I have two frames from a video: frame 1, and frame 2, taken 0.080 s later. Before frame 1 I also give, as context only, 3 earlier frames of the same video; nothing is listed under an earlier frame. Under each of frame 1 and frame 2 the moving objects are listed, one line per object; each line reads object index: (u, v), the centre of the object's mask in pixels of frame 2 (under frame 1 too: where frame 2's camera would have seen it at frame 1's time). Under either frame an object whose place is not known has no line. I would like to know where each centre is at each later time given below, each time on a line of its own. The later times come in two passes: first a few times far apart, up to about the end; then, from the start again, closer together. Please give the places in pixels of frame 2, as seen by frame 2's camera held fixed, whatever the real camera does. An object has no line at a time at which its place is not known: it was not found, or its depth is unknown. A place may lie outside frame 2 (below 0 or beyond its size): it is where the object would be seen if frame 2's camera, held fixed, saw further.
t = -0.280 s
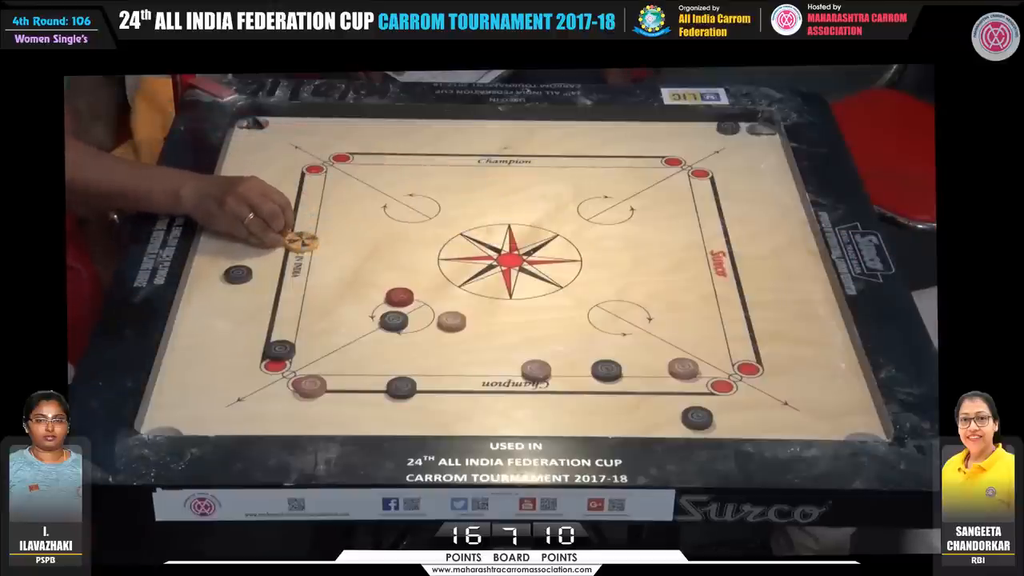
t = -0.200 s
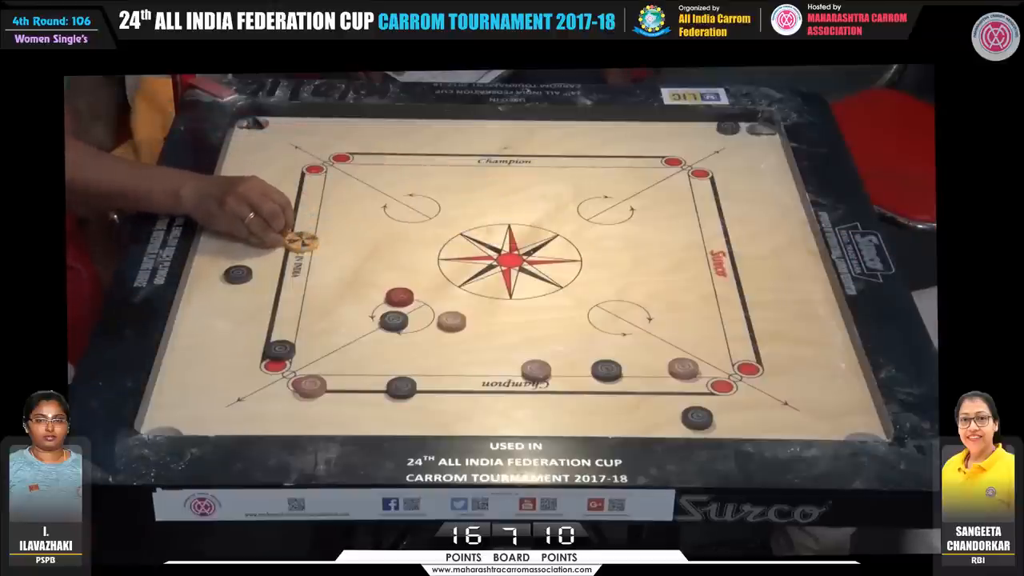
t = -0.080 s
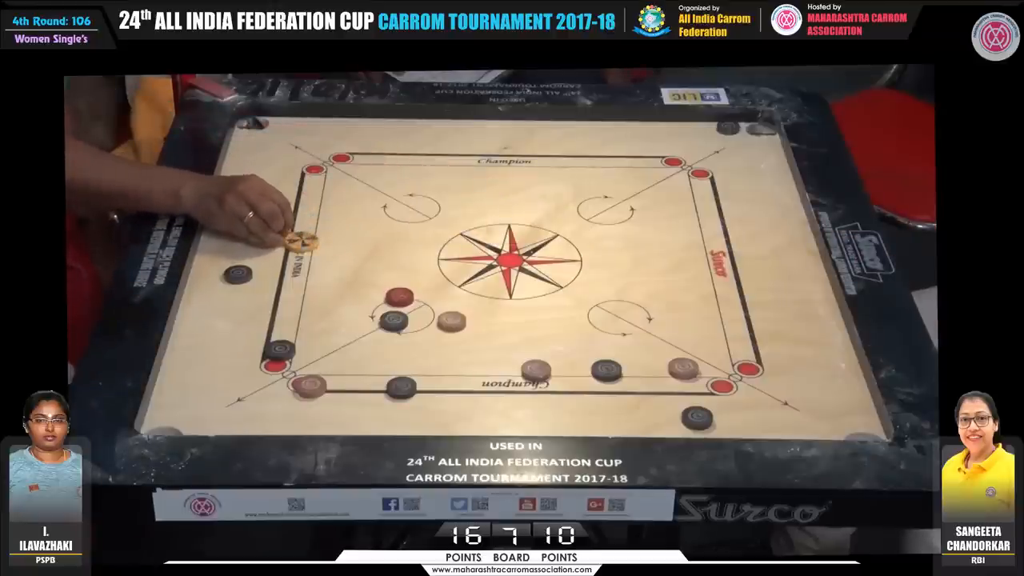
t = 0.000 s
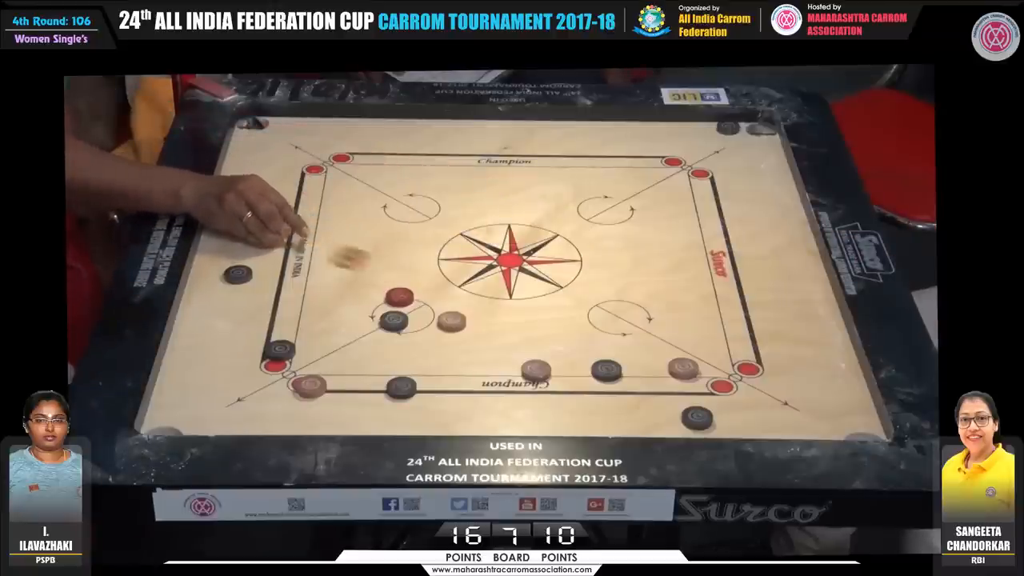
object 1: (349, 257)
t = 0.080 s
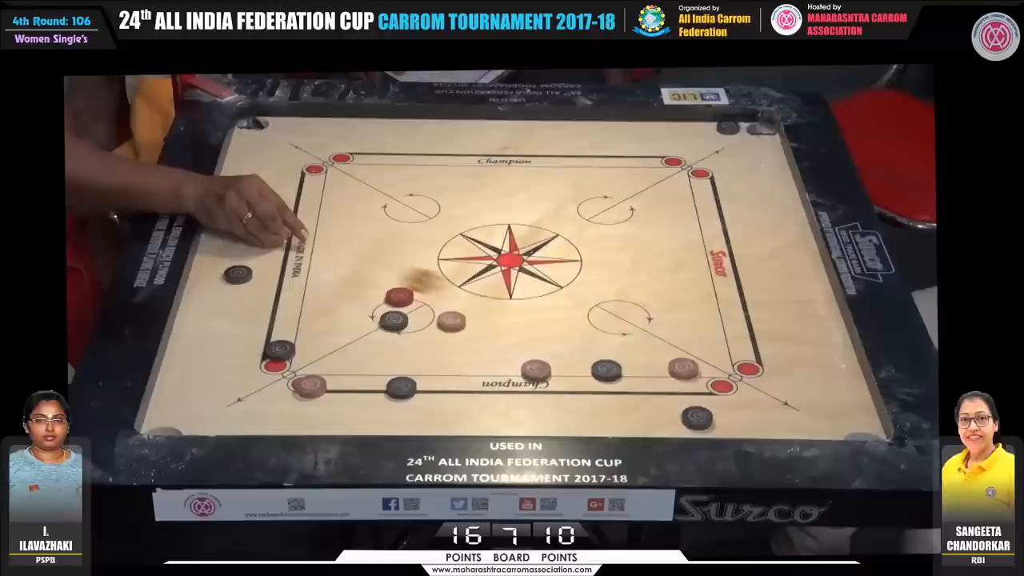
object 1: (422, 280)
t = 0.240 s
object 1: (553, 322)
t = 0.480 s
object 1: (690, 361)
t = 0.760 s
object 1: (727, 368)
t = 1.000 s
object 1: (727, 368)
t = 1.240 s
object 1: (727, 367)
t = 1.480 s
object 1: (727, 367)
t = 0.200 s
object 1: (523, 313)
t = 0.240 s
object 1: (553, 322)
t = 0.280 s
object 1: (585, 332)
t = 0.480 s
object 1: (690, 361)
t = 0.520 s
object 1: (701, 364)
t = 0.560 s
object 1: (710, 365)
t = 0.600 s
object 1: (716, 366)
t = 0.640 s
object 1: (722, 367)
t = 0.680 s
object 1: (725, 367)
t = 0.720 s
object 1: (727, 368)
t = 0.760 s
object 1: (727, 368)
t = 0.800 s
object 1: (727, 368)
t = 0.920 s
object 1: (727, 368)
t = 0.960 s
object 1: (727, 368)
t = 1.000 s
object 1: (727, 368)
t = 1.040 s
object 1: (727, 367)
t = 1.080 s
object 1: (727, 368)
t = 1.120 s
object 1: (727, 367)
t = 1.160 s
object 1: (727, 367)
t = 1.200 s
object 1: (727, 367)
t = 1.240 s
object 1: (727, 367)
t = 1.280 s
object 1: (727, 368)
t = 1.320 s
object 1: (727, 368)
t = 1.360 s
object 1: (727, 367)
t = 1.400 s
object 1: (727, 368)
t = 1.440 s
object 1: (727, 367)
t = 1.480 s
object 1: (727, 367)
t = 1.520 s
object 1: (727, 368)
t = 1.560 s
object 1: (727, 367)
